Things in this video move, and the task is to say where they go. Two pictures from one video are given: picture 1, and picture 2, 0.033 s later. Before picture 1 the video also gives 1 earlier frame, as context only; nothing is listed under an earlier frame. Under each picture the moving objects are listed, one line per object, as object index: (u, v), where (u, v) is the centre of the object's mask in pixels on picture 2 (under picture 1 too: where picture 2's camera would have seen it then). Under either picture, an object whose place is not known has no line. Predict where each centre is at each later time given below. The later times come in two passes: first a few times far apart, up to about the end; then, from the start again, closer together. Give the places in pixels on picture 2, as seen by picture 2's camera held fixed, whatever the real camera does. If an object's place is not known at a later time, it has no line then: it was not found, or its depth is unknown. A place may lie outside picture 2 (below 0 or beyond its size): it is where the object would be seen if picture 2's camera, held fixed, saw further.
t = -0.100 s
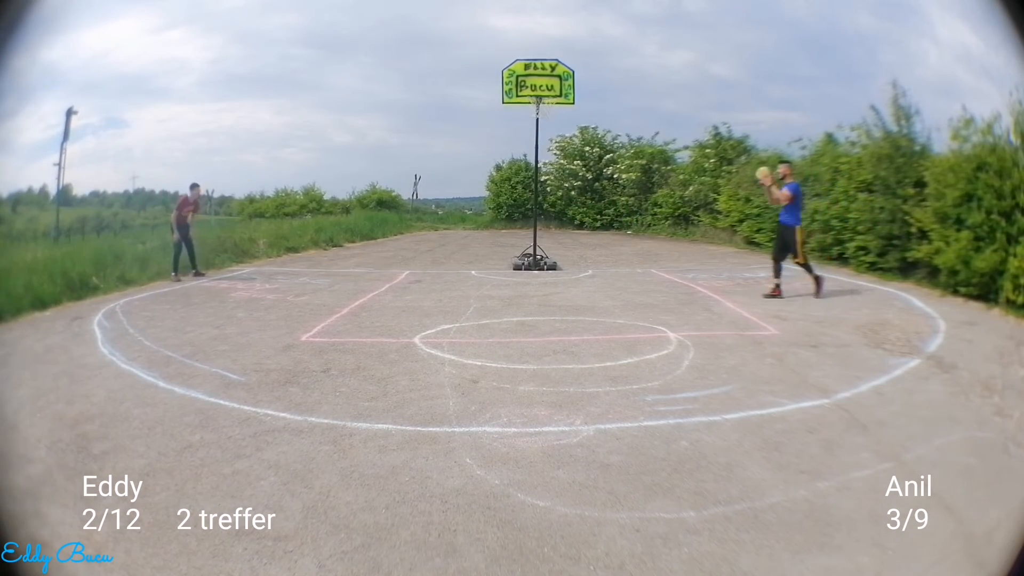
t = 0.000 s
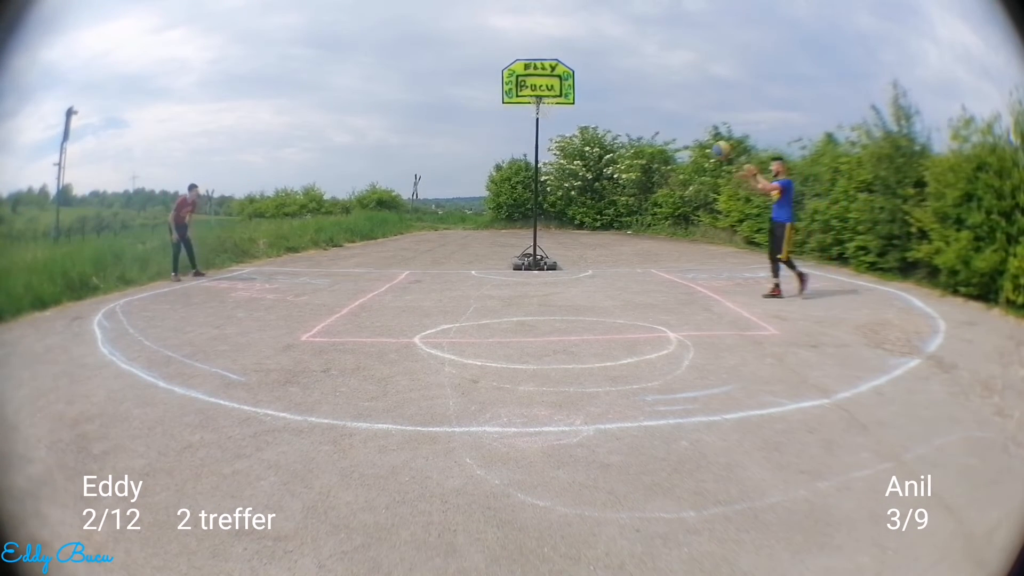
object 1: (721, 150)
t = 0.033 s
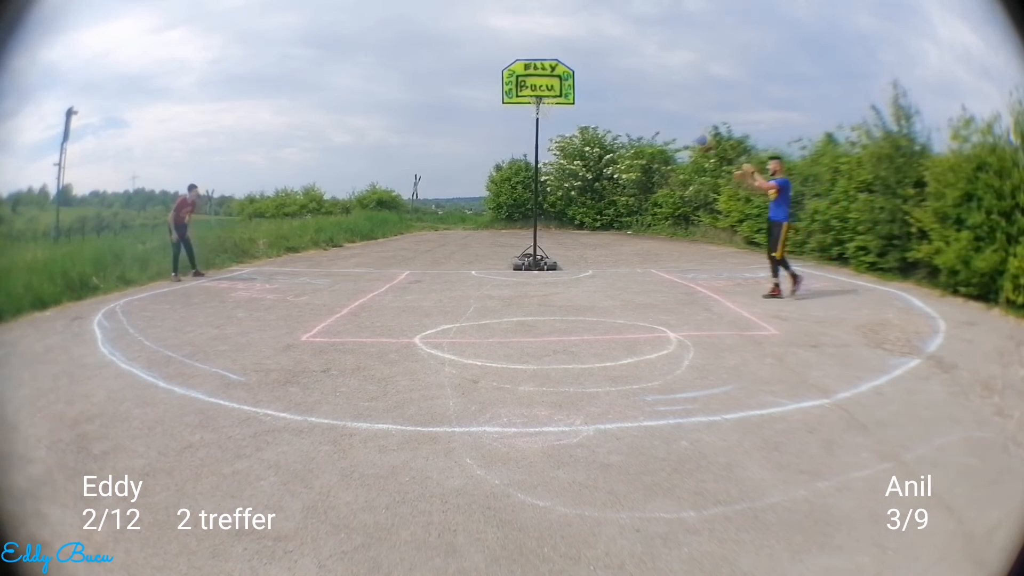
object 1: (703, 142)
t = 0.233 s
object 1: (596, 121)
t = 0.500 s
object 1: (454, 144)
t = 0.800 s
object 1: (314, 229)
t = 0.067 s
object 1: (686, 138)
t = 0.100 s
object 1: (668, 132)
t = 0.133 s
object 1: (651, 128)
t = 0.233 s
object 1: (596, 121)
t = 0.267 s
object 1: (578, 121)
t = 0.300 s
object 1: (560, 122)
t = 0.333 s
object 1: (542, 123)
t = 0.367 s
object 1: (524, 126)
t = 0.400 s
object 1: (506, 129)
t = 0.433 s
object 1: (489, 133)
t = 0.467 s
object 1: (471, 138)
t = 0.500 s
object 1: (454, 144)
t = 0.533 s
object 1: (438, 151)
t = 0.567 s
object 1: (421, 158)
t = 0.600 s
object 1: (404, 166)
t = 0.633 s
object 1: (388, 175)
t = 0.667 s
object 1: (373, 184)
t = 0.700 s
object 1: (358, 194)
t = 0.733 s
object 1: (343, 206)
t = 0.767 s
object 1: (328, 216)
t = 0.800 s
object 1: (314, 229)
